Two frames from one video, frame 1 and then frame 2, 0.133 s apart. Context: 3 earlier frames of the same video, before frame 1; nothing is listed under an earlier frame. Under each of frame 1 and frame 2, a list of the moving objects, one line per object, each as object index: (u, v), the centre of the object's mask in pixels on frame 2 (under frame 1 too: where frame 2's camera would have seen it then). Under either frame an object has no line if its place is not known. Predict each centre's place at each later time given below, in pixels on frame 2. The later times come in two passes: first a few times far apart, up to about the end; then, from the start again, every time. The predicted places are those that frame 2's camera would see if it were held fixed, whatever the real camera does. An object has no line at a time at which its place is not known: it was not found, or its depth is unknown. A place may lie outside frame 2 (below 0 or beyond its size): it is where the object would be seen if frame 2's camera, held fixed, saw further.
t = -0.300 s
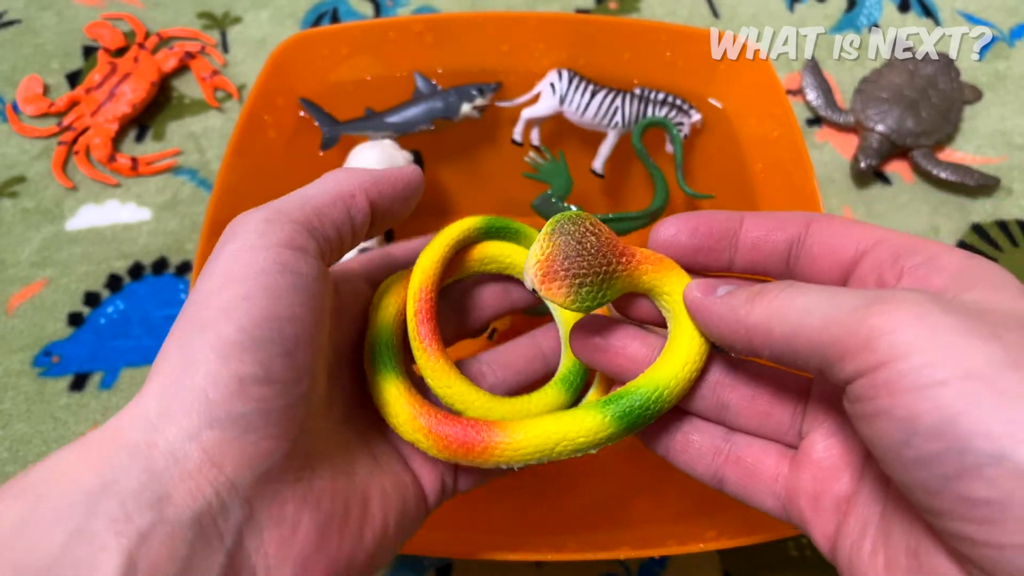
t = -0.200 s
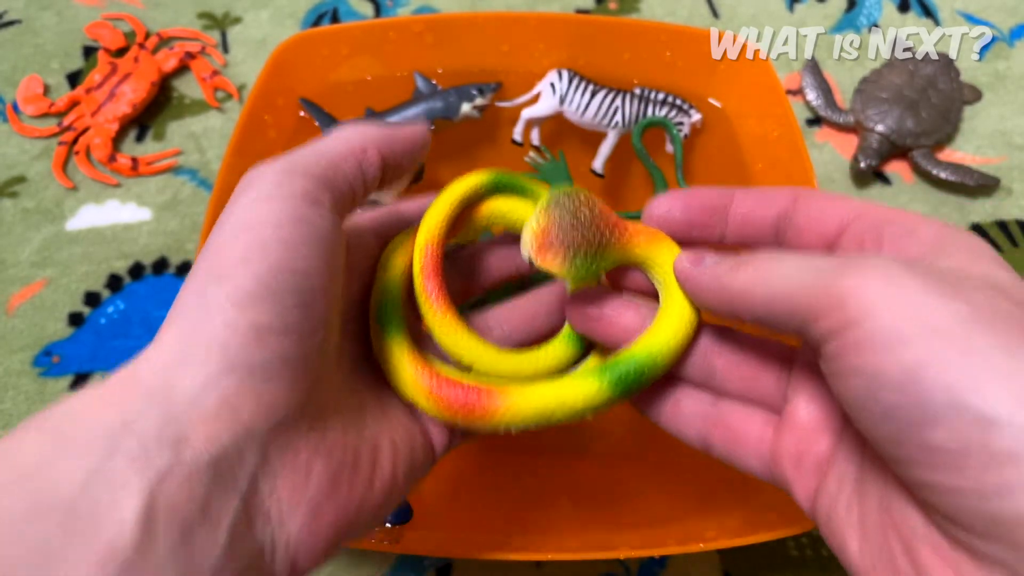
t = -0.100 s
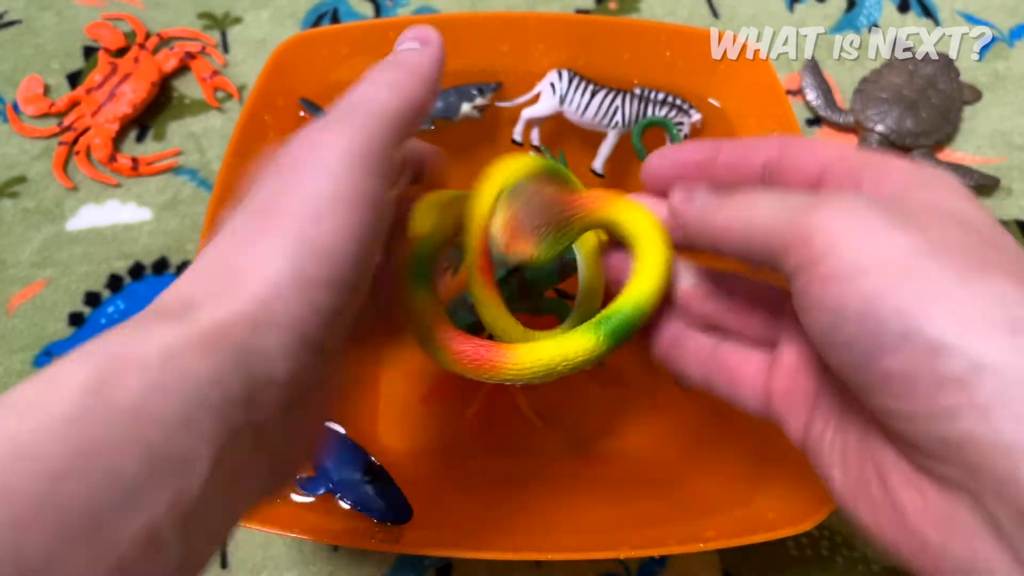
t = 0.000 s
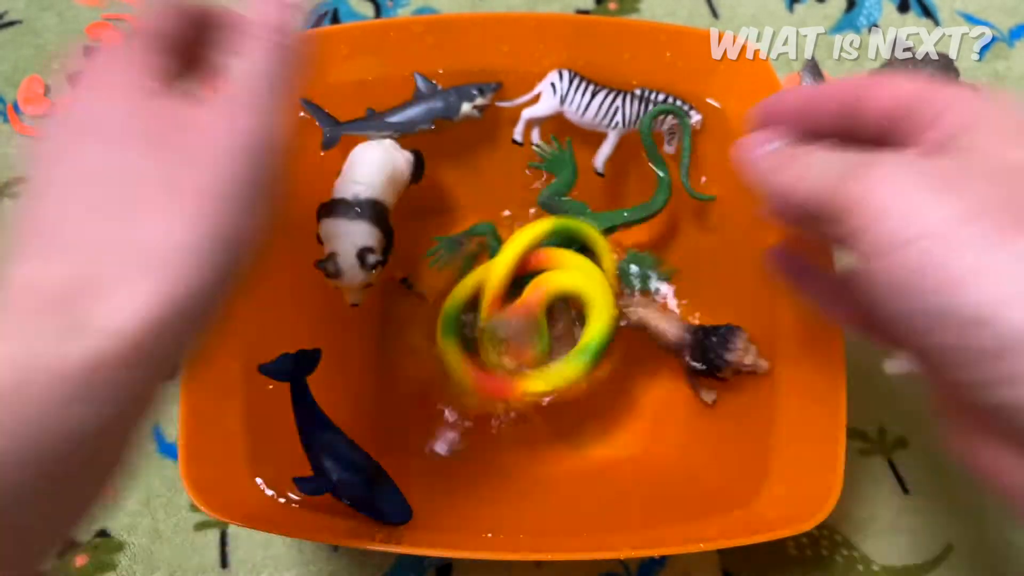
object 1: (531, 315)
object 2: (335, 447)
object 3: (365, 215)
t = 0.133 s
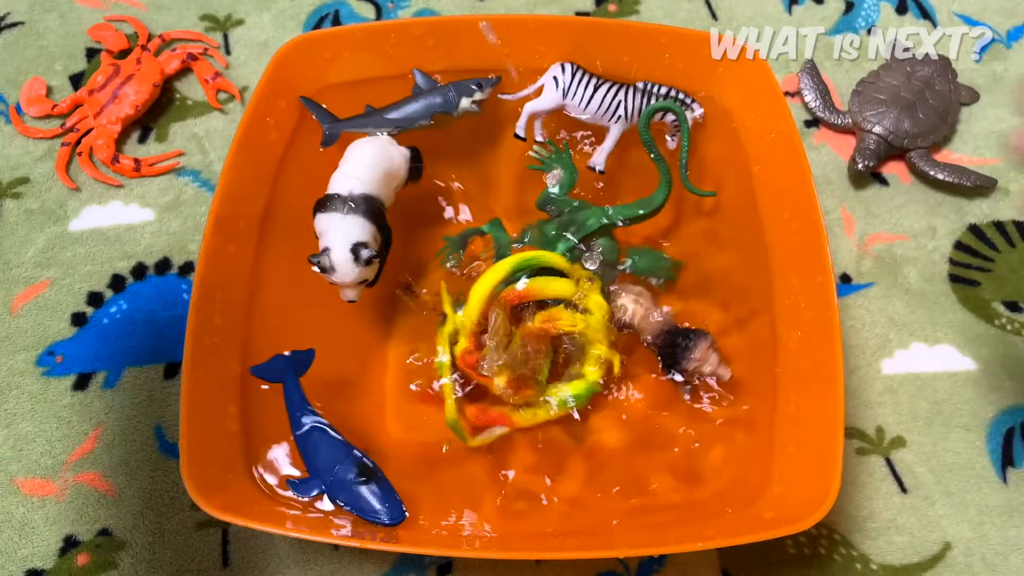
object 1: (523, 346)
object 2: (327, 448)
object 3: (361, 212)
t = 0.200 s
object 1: (522, 350)
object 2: (325, 442)
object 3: (362, 213)
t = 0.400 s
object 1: (521, 351)
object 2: (338, 451)
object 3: (364, 217)
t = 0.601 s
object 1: (533, 350)
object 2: (332, 442)
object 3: (363, 222)
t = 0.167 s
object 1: (522, 349)
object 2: (327, 446)
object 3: (361, 212)
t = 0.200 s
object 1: (522, 350)
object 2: (325, 442)
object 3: (362, 213)
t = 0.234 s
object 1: (518, 358)
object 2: (329, 442)
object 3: (364, 213)
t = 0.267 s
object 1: (515, 357)
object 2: (334, 442)
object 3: (366, 215)
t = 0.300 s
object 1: (512, 357)
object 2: (343, 445)
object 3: (367, 217)
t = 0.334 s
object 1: (519, 349)
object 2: (344, 447)
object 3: (366, 217)
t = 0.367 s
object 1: (511, 359)
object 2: (342, 449)
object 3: (366, 216)
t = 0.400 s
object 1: (521, 351)
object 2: (338, 451)
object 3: (364, 217)
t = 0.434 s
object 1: (522, 350)
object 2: (333, 453)
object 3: (360, 217)
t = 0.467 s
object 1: (527, 347)
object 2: (331, 452)
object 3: (359, 219)
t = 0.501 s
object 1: (522, 353)
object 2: (332, 452)
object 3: (360, 219)
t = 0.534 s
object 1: (524, 355)
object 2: (331, 449)
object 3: (360, 220)
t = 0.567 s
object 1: (525, 354)
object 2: (332, 444)
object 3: (361, 222)
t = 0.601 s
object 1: (533, 350)
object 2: (332, 442)
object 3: (363, 222)
